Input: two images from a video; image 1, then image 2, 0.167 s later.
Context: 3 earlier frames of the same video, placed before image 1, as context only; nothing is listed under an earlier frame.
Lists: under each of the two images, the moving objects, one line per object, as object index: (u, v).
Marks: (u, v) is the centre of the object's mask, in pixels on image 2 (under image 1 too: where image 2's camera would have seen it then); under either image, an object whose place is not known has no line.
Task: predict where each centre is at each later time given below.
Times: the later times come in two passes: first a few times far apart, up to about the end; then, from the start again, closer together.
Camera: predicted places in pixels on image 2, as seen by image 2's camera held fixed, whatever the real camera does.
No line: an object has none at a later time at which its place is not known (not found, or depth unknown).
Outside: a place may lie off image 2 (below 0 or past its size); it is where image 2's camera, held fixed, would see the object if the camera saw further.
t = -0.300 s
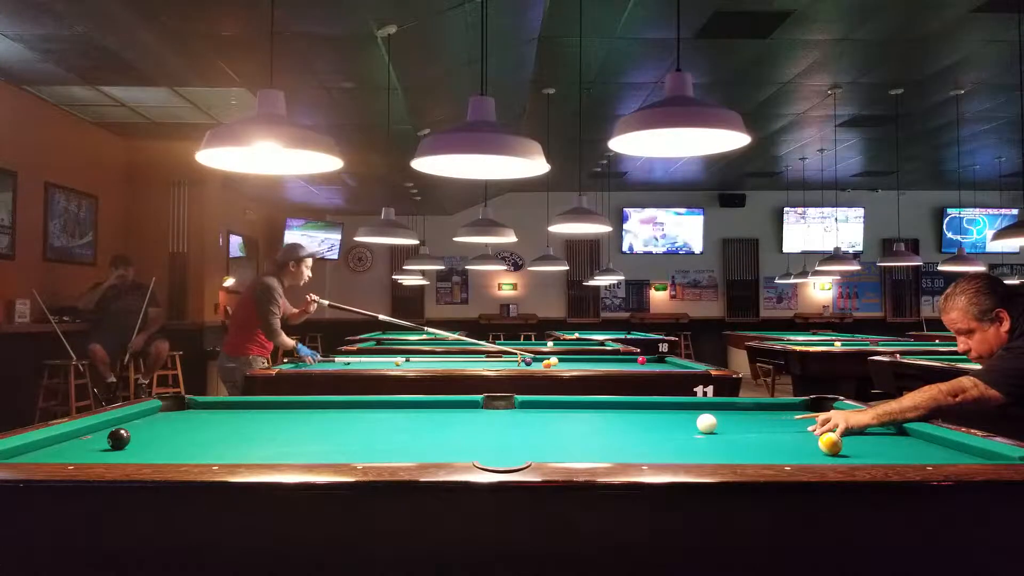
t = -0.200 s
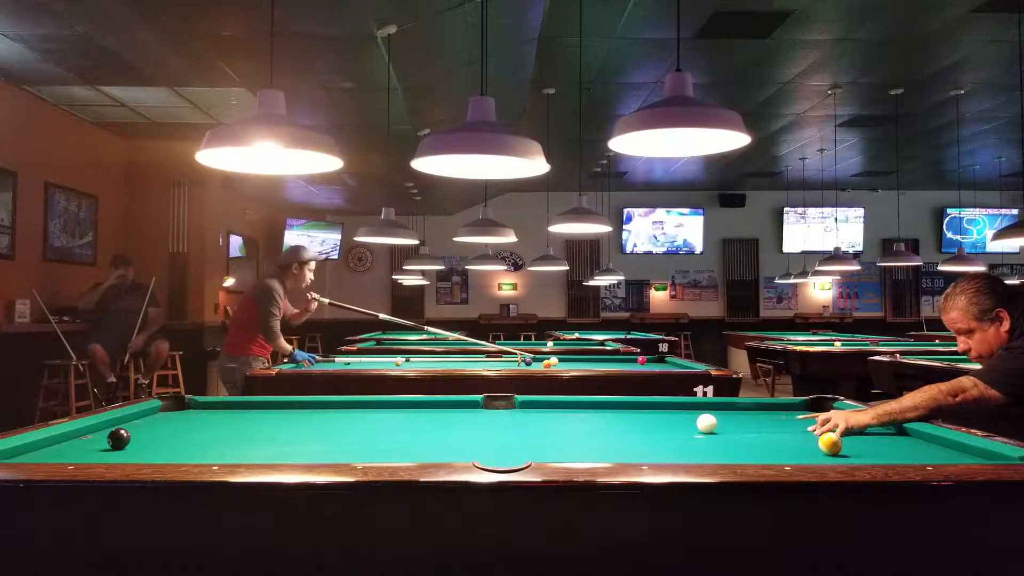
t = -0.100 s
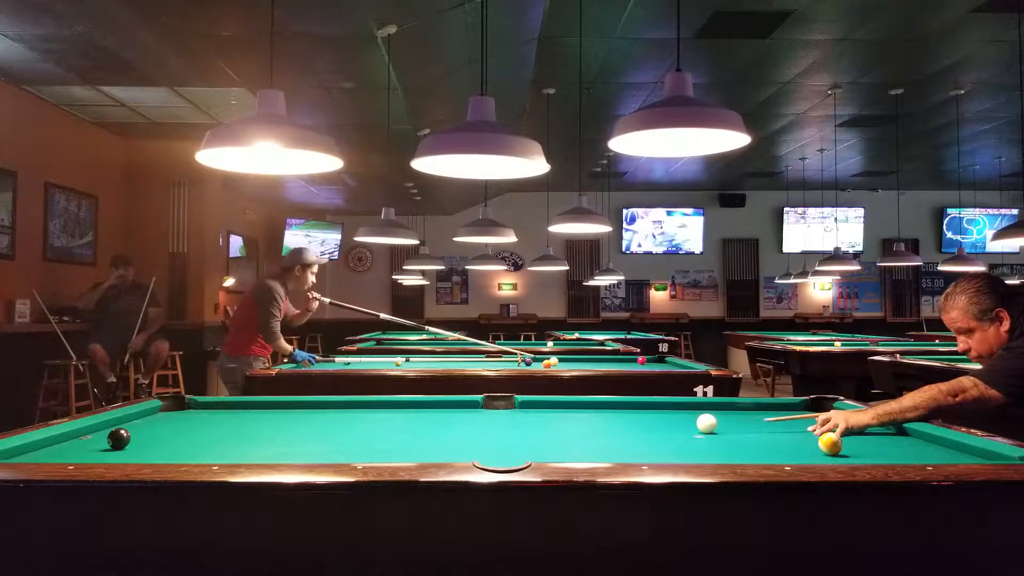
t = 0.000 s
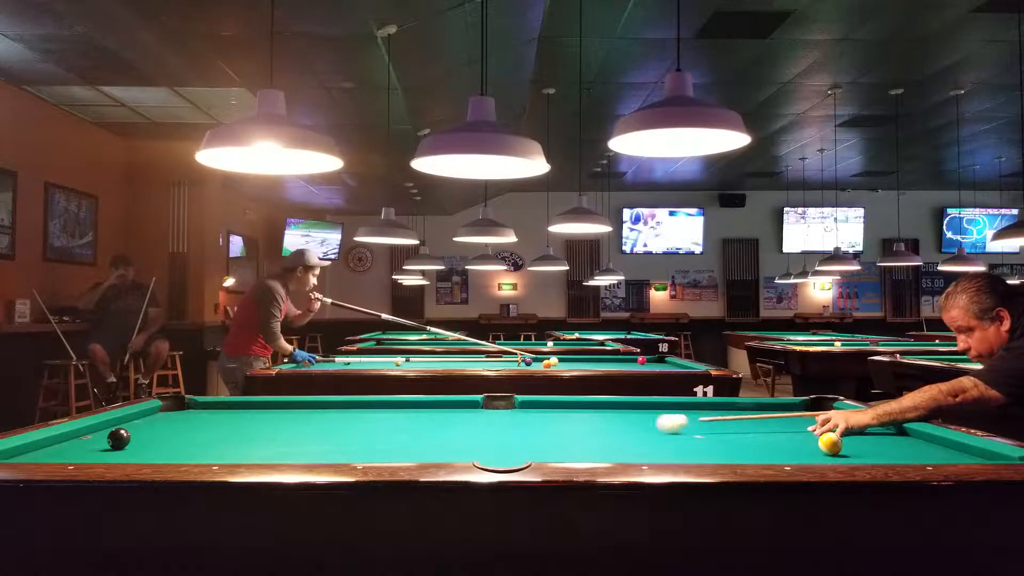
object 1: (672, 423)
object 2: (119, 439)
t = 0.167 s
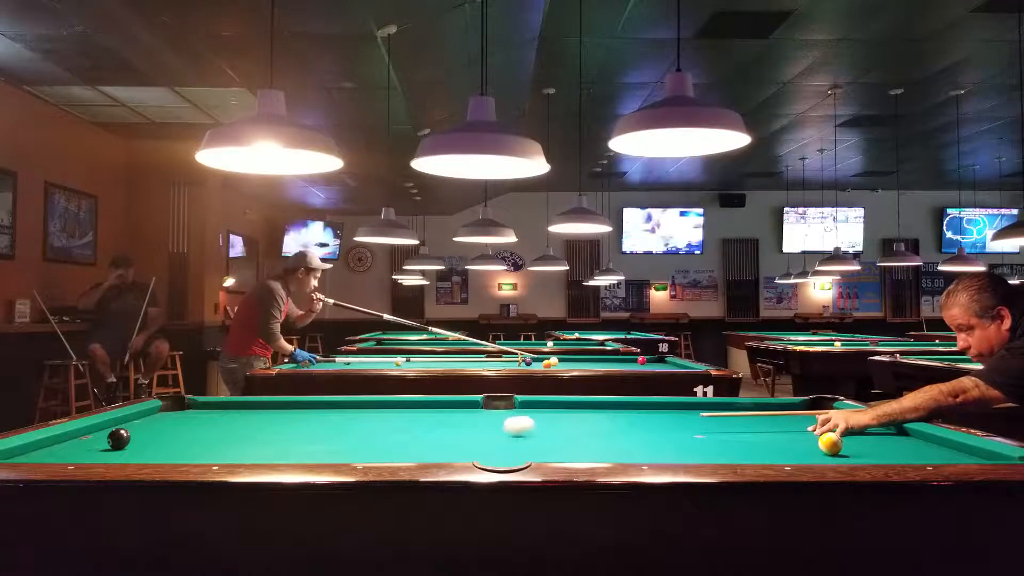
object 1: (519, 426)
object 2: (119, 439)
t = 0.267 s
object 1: (432, 428)
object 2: (119, 439)
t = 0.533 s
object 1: (183, 434)
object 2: (119, 439)
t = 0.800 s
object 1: (119, 428)
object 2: (33, 451)
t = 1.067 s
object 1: (191, 425)
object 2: (64, 456)
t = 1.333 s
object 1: (254, 422)
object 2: (139, 453)
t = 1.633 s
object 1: (319, 420)
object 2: (213, 449)
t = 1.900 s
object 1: (371, 417)
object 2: (270, 445)
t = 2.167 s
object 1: (420, 415)
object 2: (321, 440)
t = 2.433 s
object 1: (464, 414)
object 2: (366, 436)
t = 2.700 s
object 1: (505, 412)
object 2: (406, 432)
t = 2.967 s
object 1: (543, 411)
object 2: (441, 429)
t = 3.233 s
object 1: (578, 410)
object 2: (473, 426)
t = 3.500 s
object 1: (611, 409)
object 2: (502, 424)
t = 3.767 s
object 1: (641, 408)
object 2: (527, 421)
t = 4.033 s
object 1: (669, 407)
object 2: (549, 419)
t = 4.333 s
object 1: (697, 406)
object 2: (571, 417)
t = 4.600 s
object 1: (720, 406)
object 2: (588, 416)
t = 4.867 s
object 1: (741, 405)
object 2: (604, 414)
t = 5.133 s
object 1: (761, 405)
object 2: (617, 413)
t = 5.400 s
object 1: (778, 405)
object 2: (629, 412)
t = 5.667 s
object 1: (793, 405)
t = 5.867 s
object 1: (804, 406)
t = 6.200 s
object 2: (653, 410)
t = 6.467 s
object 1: (822, 406)
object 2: (658, 409)
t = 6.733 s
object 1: (819, 406)
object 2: (662, 409)
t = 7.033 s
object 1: (816, 406)
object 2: (664, 409)
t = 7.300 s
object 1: (815, 406)
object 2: (665, 408)
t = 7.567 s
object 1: (815, 406)
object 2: (665, 408)
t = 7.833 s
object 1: (815, 406)
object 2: (665, 408)
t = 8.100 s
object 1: (815, 406)
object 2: (665, 408)
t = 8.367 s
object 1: (815, 406)
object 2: (665, 408)
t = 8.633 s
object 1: (814, 406)
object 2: (664, 408)
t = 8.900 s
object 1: (814, 406)
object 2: (664, 408)
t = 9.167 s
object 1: (815, 406)
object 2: (665, 408)
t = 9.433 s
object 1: (815, 406)
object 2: (665, 408)
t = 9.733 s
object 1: (815, 406)
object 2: (665, 408)
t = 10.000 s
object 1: (815, 406)
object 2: (665, 408)
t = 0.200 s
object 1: (489, 426)
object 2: (119, 439)
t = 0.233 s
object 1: (460, 427)
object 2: (119, 439)
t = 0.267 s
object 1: (432, 428)
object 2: (119, 439)
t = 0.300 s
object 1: (402, 429)
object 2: (119, 439)
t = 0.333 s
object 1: (371, 429)
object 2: (119, 439)
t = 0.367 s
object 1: (341, 430)
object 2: (119, 439)
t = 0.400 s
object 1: (310, 431)
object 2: (119, 439)
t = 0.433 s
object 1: (279, 432)
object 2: (119, 439)
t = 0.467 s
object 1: (247, 433)
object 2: (119, 439)
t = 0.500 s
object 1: (215, 434)
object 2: (119, 439)
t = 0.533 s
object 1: (183, 434)
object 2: (119, 439)
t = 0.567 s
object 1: (150, 435)
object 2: (119, 439)
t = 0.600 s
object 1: (134, 434)
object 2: (102, 441)
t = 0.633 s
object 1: (123, 433)
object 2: (78, 443)
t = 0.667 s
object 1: (113, 431)
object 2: (55, 445)
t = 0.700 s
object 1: (101, 430)
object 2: (32, 448)
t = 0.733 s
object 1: (93, 429)
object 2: (25, 449)
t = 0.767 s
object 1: (106, 428)
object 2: (29, 450)
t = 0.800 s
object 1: (119, 428)
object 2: (33, 451)
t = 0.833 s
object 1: (131, 427)
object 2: (36, 452)
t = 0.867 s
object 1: (140, 427)
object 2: (39, 452)
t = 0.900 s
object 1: (149, 427)
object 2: (42, 453)
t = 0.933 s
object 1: (158, 426)
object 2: (45, 454)
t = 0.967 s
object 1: (167, 426)
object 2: (48, 454)
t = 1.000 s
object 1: (175, 425)
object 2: (52, 455)
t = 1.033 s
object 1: (183, 425)
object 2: (55, 456)
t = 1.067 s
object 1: (191, 425)
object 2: (64, 456)
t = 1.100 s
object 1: (199, 425)
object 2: (74, 455)
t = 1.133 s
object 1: (208, 424)
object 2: (84, 455)
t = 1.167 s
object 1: (215, 424)
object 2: (94, 455)
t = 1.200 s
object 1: (223, 424)
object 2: (103, 454)
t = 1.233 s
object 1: (230, 424)
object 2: (112, 454)
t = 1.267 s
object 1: (238, 423)
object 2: (121, 453)
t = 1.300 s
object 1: (246, 423)
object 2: (130, 453)
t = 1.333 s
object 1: (254, 422)
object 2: (139, 453)
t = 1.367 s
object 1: (261, 422)
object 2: (148, 452)
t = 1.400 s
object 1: (269, 422)
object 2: (156, 452)
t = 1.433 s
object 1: (276, 421)
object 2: (165, 452)
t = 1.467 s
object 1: (283, 421)
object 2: (173, 451)
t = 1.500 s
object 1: (290, 421)
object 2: (182, 451)
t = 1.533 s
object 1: (298, 420)
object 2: (189, 450)
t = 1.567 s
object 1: (305, 420)
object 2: (197, 450)
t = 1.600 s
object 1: (312, 420)
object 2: (205, 450)
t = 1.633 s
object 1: (319, 420)
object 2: (213, 449)
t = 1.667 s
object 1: (325, 419)
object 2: (220, 449)
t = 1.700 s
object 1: (332, 419)
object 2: (228, 448)
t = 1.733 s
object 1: (339, 419)
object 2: (235, 448)
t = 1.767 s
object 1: (346, 418)
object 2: (242, 447)
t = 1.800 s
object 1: (352, 418)
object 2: (249, 446)
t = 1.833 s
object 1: (359, 418)
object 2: (256, 446)
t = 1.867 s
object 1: (365, 418)
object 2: (263, 445)
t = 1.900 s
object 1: (371, 417)
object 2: (270, 445)
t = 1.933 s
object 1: (377, 417)
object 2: (277, 444)
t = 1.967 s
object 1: (384, 417)
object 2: (283, 443)
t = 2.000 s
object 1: (390, 416)
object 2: (290, 443)
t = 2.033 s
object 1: (396, 416)
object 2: (296, 442)
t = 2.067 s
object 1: (402, 416)
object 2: (303, 441)
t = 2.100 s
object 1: (408, 416)
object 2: (309, 441)
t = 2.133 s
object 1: (414, 416)
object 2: (315, 440)
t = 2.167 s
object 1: (420, 415)
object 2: (321, 440)
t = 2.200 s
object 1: (425, 415)
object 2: (327, 439)
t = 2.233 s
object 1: (431, 415)
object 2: (333, 439)
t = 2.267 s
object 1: (437, 415)
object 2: (339, 438)
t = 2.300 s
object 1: (442, 414)
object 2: (344, 438)
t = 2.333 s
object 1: (448, 414)
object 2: (350, 437)
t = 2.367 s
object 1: (453, 414)
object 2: (355, 437)
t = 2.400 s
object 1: (459, 414)
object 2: (361, 436)
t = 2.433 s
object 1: (464, 414)
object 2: (366, 436)
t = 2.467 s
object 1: (469, 414)
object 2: (372, 435)
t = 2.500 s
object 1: (475, 414)
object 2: (377, 435)
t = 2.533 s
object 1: (480, 413)
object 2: (382, 434)
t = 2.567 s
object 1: (485, 413)
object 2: (387, 434)
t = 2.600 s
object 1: (490, 413)
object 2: (392, 433)
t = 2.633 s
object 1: (495, 413)
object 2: (397, 433)
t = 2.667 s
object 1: (500, 413)
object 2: (401, 432)
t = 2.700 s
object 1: (505, 412)
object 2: (406, 432)
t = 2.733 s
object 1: (510, 412)
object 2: (411, 431)
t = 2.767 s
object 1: (515, 412)
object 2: (415, 431)
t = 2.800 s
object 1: (520, 412)
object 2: (420, 431)
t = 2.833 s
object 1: (525, 411)
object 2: (424, 430)
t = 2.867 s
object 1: (529, 411)
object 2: (429, 430)
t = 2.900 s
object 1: (534, 411)
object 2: (433, 429)
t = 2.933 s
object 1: (539, 411)
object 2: (437, 429)
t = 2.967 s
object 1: (543, 411)
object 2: (441, 429)
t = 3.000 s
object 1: (548, 411)
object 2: (445, 429)
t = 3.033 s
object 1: (552, 411)
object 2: (450, 428)
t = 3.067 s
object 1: (557, 410)
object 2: (454, 428)
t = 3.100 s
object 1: (561, 410)
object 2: (458, 427)
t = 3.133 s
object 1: (566, 410)
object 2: (462, 427)
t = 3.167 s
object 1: (570, 410)
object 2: (465, 427)
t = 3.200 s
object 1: (574, 410)
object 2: (469, 426)
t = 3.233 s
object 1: (578, 410)
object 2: (473, 426)
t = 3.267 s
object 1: (583, 410)
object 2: (477, 426)
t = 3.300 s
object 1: (587, 410)
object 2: (480, 425)
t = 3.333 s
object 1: (591, 410)
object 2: (484, 425)
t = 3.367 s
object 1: (595, 409)
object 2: (488, 425)
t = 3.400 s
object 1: (599, 409)
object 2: (491, 424)
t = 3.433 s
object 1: (603, 409)
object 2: (495, 424)
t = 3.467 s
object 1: (607, 409)
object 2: (498, 424)
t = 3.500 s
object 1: (611, 409)
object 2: (502, 424)
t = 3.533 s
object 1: (615, 409)
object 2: (505, 423)
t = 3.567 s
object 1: (619, 409)
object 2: (508, 423)
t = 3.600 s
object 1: (623, 409)
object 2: (511, 422)
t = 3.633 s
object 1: (627, 408)
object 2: (514, 422)
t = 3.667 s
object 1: (630, 408)
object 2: (517, 422)
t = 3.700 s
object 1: (634, 408)
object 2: (521, 422)
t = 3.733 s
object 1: (638, 408)
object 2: (524, 422)
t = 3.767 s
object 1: (641, 408)
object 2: (527, 421)
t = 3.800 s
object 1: (645, 408)
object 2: (529, 421)
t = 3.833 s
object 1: (648, 408)
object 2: (532, 421)
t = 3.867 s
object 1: (652, 408)
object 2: (535, 420)
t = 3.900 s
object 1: (655, 408)
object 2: (538, 420)
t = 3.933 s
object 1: (659, 408)
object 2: (541, 420)
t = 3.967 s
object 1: (662, 408)
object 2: (544, 420)
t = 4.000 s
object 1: (665, 407)
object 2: (546, 419)
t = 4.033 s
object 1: (669, 407)
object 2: (549, 419)
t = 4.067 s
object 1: (672, 407)
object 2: (551, 419)
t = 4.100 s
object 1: (675, 407)
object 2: (554, 419)
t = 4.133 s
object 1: (679, 407)
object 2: (557, 418)
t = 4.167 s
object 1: (682, 407)
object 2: (559, 418)
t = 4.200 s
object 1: (685, 407)
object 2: (562, 418)
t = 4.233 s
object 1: (688, 407)
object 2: (564, 418)
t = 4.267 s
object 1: (691, 407)
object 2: (566, 418)
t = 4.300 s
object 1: (694, 407)
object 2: (569, 417)
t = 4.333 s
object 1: (697, 406)
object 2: (571, 417)
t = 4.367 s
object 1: (701, 406)
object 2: (573, 417)
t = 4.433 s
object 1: (706, 406)
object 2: (577, 417)
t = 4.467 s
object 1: (709, 406)
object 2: (580, 417)
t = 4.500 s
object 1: (712, 406)
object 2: (582, 416)
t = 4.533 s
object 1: (715, 406)
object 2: (584, 416)
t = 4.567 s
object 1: (718, 406)
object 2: (586, 416)
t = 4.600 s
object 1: (720, 406)
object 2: (588, 416)
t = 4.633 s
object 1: (723, 406)
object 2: (590, 415)
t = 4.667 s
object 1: (726, 406)
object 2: (592, 415)
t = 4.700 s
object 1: (729, 406)
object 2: (594, 415)
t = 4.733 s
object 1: (731, 406)
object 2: (596, 415)
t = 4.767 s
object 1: (734, 406)
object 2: (598, 415)
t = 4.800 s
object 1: (737, 406)
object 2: (600, 415)
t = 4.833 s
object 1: (739, 405)
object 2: (602, 415)
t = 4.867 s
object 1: (741, 405)
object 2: (604, 414)
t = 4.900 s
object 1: (744, 405)
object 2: (605, 414)
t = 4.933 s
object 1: (746, 405)
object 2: (607, 414)
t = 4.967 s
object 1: (749, 405)
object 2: (609, 414)
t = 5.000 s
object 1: (751, 405)
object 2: (610, 414)
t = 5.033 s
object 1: (754, 405)
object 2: (612, 414)
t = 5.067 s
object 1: (756, 405)
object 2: (614, 414)
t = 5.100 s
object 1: (759, 405)
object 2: (615, 413)
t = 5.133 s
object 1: (761, 405)
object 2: (617, 413)
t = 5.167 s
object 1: (763, 405)
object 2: (618, 413)
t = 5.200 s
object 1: (765, 405)
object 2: (620, 413)
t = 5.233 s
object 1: (768, 405)
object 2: (621, 413)
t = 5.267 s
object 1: (770, 405)
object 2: (623, 413)
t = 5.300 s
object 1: (772, 405)
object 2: (624, 413)
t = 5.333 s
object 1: (774, 405)
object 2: (626, 412)
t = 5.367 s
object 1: (776, 405)
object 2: (627, 412)
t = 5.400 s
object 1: (778, 405)
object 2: (629, 412)
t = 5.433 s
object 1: (780, 405)
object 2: (630, 412)
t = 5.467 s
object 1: (782, 405)
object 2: (631, 412)
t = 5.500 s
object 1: (784, 405)
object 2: (632, 412)
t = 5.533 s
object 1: (785, 405)
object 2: (633, 412)
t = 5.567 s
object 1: (787, 405)
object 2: (631, 410)
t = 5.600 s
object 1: (789, 405)
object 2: (635, 412)
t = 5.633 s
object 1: (791, 406)
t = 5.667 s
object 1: (793, 405)
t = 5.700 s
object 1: (797, 406)
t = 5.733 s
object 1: (796, 406)
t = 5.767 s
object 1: (797, 406)
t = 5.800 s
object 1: (799, 406)
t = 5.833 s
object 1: (801, 406)
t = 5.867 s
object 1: (804, 406)
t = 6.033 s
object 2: (645, 408)
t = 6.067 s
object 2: (650, 410)
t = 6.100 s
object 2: (651, 410)
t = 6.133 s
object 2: (651, 410)
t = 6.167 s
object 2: (652, 410)
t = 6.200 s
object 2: (653, 410)
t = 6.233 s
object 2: (653, 410)
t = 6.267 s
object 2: (654, 410)
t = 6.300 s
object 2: (655, 410)
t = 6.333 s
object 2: (656, 410)
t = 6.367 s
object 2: (656, 410)
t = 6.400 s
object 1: (818, 404)
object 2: (657, 409)
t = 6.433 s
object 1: (822, 406)
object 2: (657, 409)
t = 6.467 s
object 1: (822, 406)
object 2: (658, 409)
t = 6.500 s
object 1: (822, 406)
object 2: (658, 409)
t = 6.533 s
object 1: (822, 406)
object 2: (659, 409)
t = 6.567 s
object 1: (821, 406)
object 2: (659, 409)
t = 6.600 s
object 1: (820, 406)
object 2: (660, 409)
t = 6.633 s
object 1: (820, 406)
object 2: (660, 409)
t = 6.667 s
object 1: (819, 406)
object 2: (661, 409)
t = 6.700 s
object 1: (819, 406)
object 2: (661, 409)
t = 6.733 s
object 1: (819, 406)
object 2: (662, 409)
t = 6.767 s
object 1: (818, 406)
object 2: (662, 409)
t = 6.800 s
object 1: (818, 406)
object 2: (662, 409)
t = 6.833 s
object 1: (817, 406)
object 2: (663, 409)
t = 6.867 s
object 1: (817, 406)
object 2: (663, 409)
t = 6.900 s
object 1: (816, 406)
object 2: (663, 409)
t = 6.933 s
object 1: (816, 406)
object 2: (664, 409)
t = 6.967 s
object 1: (816, 406)
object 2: (664, 409)
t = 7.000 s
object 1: (816, 406)
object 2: (664, 409)
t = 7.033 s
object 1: (816, 406)
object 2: (664, 409)
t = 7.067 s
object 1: (815, 406)
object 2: (665, 409)
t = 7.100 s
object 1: (815, 406)
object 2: (665, 408)
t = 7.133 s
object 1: (815, 406)
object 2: (665, 408)
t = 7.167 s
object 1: (815, 406)
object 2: (665, 408)
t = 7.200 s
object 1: (815, 406)
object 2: (665, 408)
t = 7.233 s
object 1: (815, 406)
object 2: (665, 408)
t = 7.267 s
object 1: (815, 406)
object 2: (665, 408)
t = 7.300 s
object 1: (815, 406)
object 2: (665, 408)
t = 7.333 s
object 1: (815, 406)
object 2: (665, 408)
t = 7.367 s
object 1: (815, 406)
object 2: (665, 408)
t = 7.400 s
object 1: (815, 406)
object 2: (665, 408)
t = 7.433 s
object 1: (815, 406)
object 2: (665, 408)
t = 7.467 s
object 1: (815, 406)
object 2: (665, 408)
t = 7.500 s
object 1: (815, 406)
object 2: (665, 408)
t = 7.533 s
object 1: (815, 406)
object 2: (665, 408)
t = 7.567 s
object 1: (815, 406)
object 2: (665, 408)
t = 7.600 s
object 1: (815, 406)
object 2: (665, 408)
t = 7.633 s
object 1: (815, 406)
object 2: (665, 408)
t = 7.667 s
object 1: (815, 406)
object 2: (665, 408)
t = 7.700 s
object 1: (815, 406)
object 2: (665, 408)
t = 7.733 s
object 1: (815, 406)
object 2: (665, 408)
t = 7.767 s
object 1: (815, 406)
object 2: (665, 408)
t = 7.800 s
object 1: (815, 406)
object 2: (665, 408)
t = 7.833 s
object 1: (815, 406)
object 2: (665, 408)
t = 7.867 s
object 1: (815, 406)
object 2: (665, 408)
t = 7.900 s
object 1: (815, 406)
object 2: (665, 408)
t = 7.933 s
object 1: (815, 406)
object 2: (665, 408)
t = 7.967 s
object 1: (815, 406)
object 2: (665, 408)
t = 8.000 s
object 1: (815, 406)
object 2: (665, 408)
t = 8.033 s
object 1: (815, 406)
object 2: (665, 408)
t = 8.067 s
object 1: (815, 406)
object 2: (665, 408)
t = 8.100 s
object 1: (815, 406)
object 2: (665, 408)
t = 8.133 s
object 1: (815, 406)
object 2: (665, 408)
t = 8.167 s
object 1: (815, 406)
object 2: (665, 408)
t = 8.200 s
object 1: (815, 406)
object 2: (665, 408)
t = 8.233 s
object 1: (815, 406)
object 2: (665, 408)
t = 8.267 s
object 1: (815, 406)
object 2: (665, 408)
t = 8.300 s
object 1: (815, 406)
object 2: (665, 408)
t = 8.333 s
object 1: (815, 406)
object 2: (665, 408)
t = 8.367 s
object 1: (815, 406)
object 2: (665, 408)
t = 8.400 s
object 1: (815, 406)
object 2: (665, 408)
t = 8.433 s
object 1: (815, 406)
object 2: (665, 408)
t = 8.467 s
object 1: (815, 406)
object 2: (665, 408)
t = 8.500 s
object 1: (815, 406)
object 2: (665, 408)
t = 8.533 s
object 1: (815, 406)
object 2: (665, 408)
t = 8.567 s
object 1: (815, 406)
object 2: (665, 408)
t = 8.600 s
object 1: (815, 406)
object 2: (665, 408)
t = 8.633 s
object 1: (814, 406)
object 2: (664, 408)
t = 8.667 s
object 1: (814, 406)
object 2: (664, 408)
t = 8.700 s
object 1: (814, 406)
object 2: (664, 408)
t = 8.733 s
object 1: (814, 406)
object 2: (664, 408)
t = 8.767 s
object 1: (814, 406)
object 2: (664, 408)
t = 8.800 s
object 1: (814, 406)
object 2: (664, 408)
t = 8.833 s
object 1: (814, 406)
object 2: (664, 408)
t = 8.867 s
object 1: (814, 406)
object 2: (664, 408)
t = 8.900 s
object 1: (814, 406)
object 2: (664, 408)
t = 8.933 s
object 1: (814, 406)
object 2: (664, 408)
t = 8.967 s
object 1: (814, 406)
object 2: (664, 408)
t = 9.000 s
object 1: (814, 406)
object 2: (664, 408)
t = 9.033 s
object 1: (814, 406)
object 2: (664, 408)
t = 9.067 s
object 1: (814, 406)
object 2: (664, 408)
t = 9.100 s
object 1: (814, 406)
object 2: (664, 408)
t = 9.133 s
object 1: (814, 406)
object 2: (664, 408)
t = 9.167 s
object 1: (815, 406)
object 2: (665, 408)
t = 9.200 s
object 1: (815, 406)
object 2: (665, 408)
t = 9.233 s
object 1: (815, 406)
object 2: (665, 408)
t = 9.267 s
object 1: (815, 406)
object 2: (665, 408)
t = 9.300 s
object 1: (815, 406)
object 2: (665, 408)
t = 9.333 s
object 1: (815, 406)
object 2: (665, 408)
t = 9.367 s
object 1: (815, 406)
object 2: (665, 408)
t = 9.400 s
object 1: (815, 406)
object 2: (665, 408)
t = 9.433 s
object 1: (815, 406)
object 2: (665, 408)
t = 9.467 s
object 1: (815, 406)
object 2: (665, 408)
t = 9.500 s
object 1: (815, 406)
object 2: (665, 408)
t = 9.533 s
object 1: (815, 406)
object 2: (665, 408)
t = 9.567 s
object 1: (815, 406)
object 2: (665, 408)
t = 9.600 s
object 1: (815, 406)
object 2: (665, 408)
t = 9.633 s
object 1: (815, 406)
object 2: (665, 409)
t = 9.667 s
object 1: (815, 406)
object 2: (665, 408)
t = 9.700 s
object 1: (815, 406)
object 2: (665, 408)
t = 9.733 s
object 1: (815, 406)
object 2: (665, 408)
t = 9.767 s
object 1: (815, 406)
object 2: (665, 408)
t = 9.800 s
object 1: (815, 406)
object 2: (665, 408)
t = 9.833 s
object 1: (815, 406)
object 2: (665, 408)
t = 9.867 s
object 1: (815, 406)
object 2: (665, 408)
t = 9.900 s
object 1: (815, 406)
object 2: (665, 408)
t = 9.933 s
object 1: (815, 406)
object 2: (665, 408)
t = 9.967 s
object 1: (815, 406)
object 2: (665, 408)
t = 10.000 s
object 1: (815, 406)
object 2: (665, 408)
